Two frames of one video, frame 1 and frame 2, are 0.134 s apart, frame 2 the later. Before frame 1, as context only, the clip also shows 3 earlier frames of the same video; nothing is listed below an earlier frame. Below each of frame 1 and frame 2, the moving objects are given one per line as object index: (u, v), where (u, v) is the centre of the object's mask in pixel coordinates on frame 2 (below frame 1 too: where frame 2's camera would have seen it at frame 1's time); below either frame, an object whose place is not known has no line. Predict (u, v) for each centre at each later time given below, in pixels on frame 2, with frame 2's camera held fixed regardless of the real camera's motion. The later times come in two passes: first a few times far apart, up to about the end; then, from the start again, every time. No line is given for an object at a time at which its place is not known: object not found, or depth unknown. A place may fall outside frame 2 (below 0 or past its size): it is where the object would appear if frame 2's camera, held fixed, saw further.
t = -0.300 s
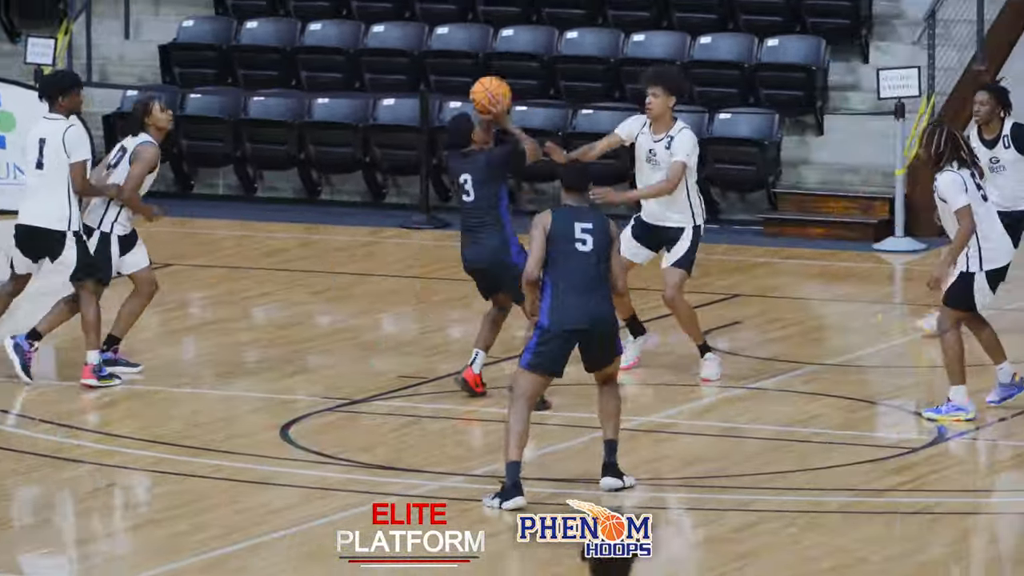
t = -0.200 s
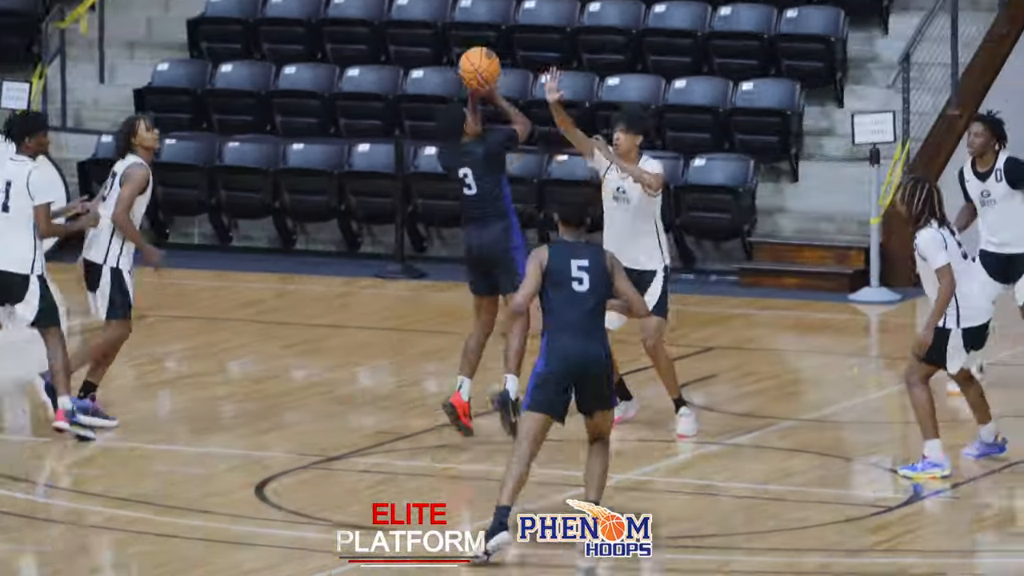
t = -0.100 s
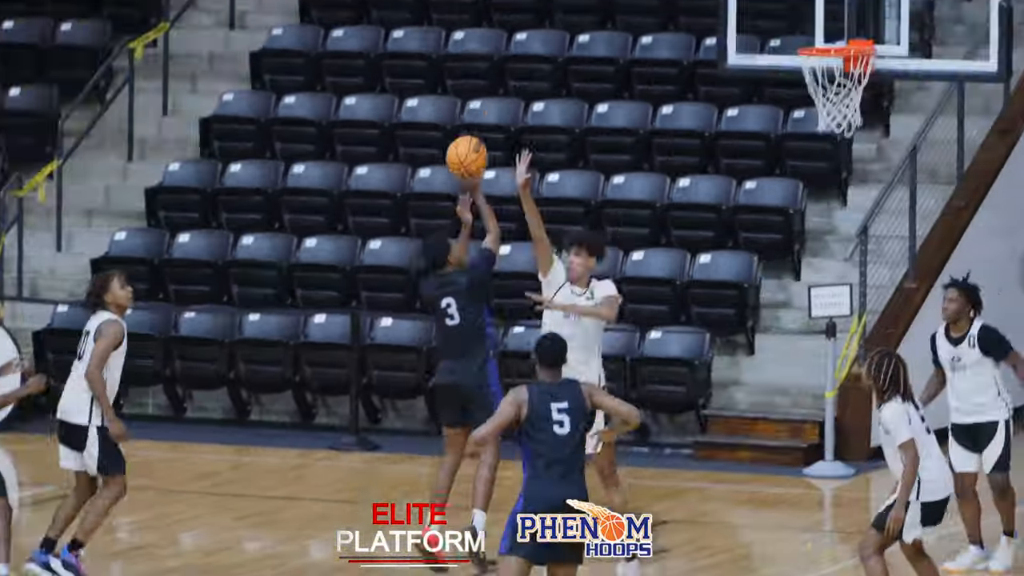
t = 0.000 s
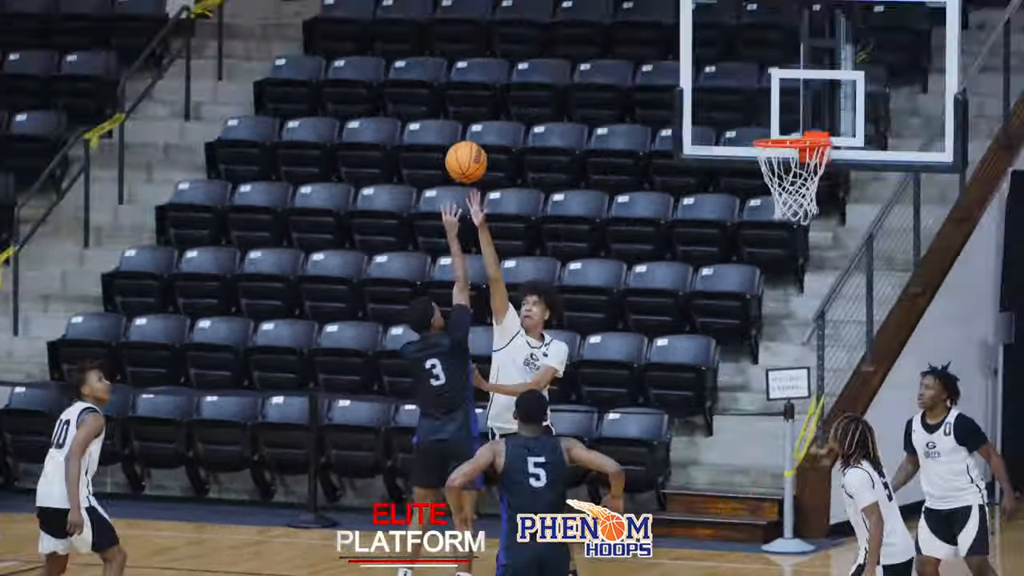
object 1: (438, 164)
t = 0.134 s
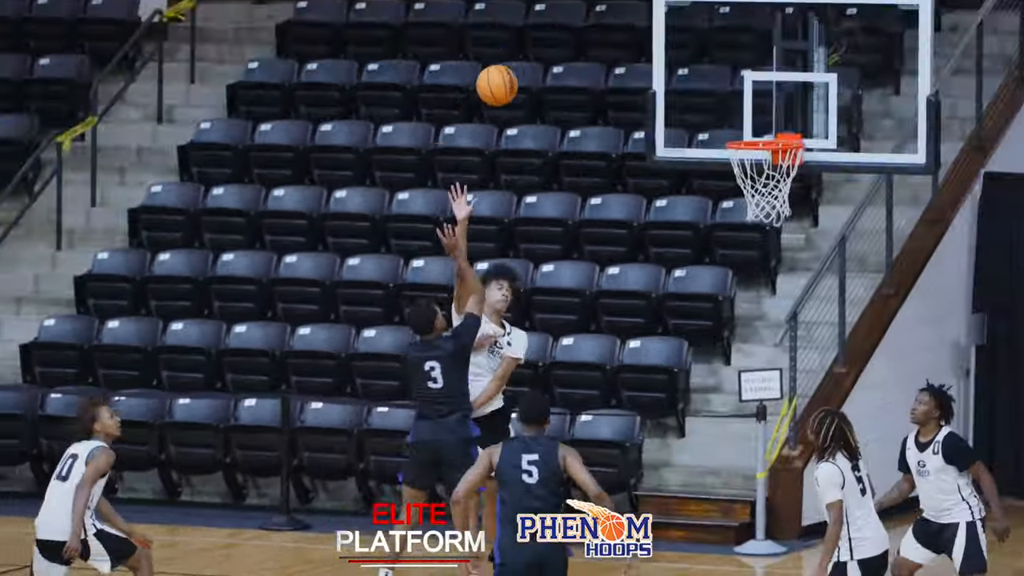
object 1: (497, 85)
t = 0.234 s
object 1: (539, 38)
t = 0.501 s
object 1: (650, 18)
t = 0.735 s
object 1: (743, 99)
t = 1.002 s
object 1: (816, 211)
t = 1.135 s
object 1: (835, 272)
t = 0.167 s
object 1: (511, 68)
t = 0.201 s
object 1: (525, 51)
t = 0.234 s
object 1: (539, 38)
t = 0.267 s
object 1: (554, 31)
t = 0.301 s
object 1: (569, 26)
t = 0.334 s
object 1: (584, 23)
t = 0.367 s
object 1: (597, 19)
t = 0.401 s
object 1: (611, 17)
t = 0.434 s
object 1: (624, 16)
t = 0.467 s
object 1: (636, 16)
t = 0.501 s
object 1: (650, 18)
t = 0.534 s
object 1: (664, 23)
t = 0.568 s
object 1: (677, 31)
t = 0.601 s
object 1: (691, 41)
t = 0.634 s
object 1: (705, 54)
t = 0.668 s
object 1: (718, 68)
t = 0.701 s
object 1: (731, 83)
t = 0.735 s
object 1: (743, 99)
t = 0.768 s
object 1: (755, 117)
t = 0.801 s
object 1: (766, 135)
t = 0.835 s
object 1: (781, 158)
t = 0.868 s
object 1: (792, 178)
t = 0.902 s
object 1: (801, 185)
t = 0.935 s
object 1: (805, 193)
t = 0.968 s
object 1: (810, 201)
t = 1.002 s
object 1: (816, 211)
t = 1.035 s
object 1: (821, 223)
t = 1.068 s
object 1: (825, 238)
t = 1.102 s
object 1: (831, 255)
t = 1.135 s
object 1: (835, 272)
